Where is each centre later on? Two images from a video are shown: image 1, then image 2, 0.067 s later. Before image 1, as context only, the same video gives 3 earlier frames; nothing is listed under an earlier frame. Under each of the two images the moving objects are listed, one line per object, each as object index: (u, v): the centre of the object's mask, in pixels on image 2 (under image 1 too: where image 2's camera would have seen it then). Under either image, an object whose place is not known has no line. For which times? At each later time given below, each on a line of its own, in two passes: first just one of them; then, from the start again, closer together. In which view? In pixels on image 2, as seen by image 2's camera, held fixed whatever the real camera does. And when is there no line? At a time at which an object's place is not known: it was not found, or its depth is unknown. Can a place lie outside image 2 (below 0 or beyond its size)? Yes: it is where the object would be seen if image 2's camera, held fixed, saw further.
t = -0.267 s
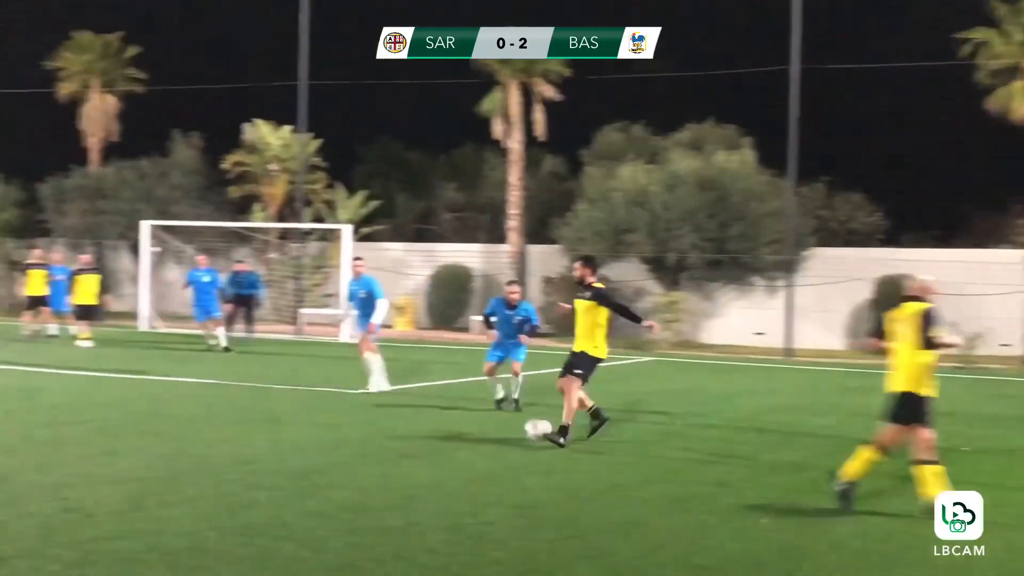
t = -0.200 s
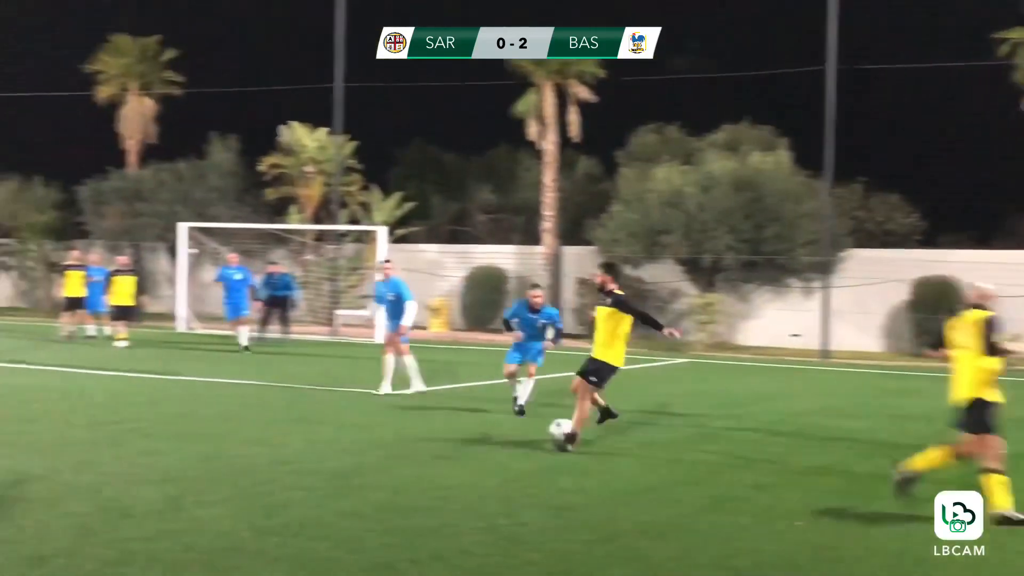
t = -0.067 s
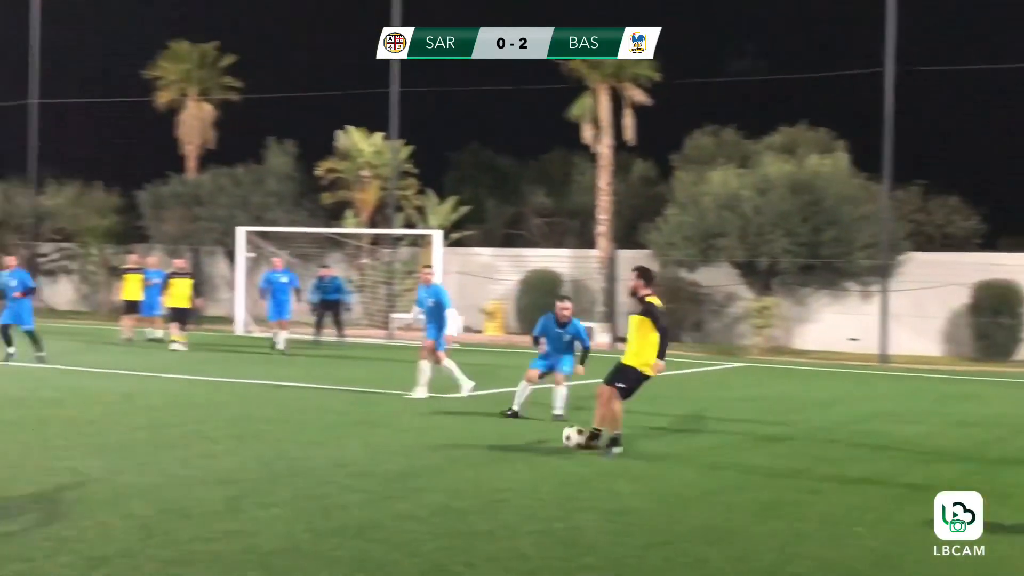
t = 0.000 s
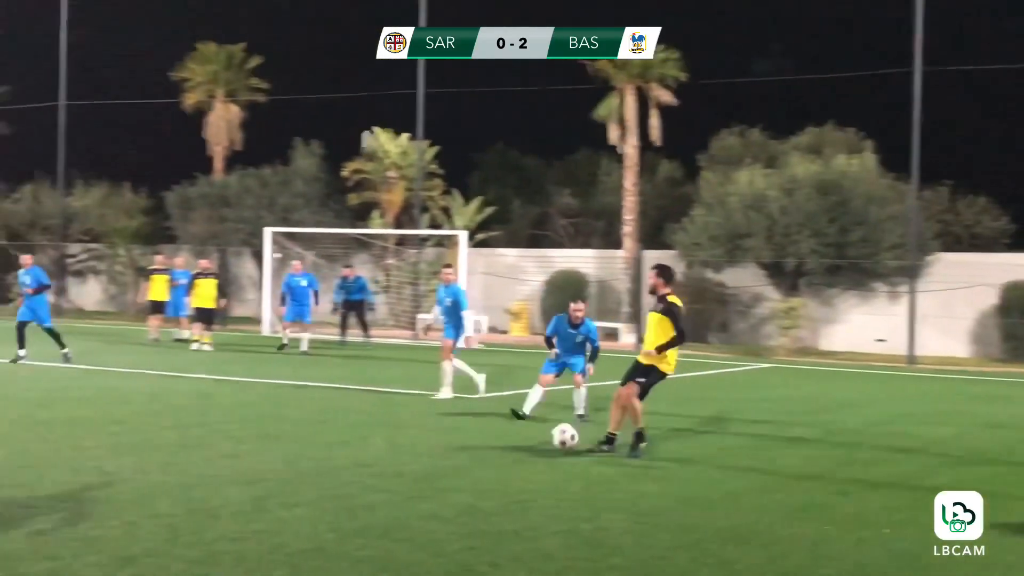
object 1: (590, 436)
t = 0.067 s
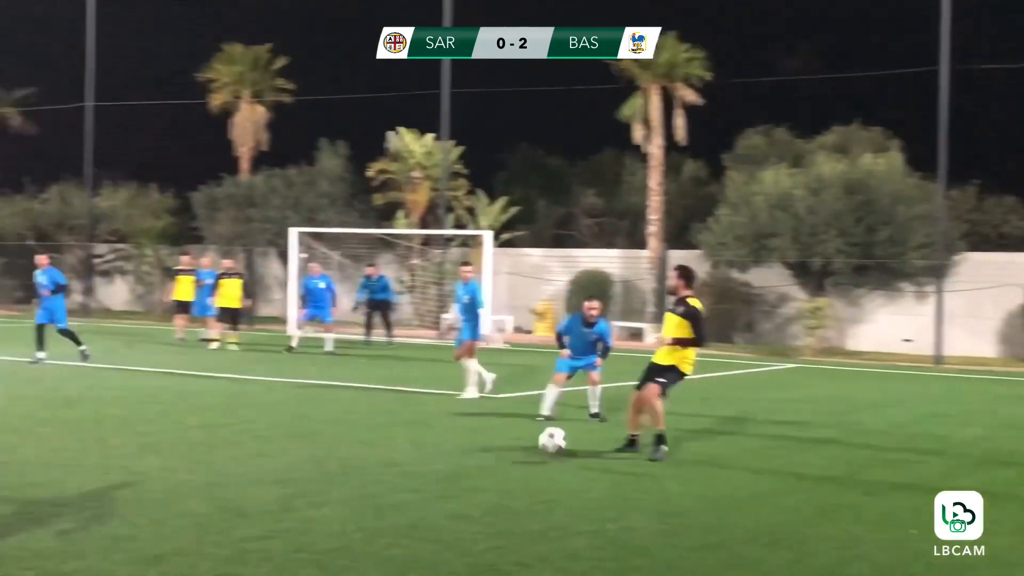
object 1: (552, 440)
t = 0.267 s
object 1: (430, 460)
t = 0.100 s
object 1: (532, 444)
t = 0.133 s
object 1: (512, 450)
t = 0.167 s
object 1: (490, 458)
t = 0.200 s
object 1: (469, 461)
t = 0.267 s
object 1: (430, 460)
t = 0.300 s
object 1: (408, 461)
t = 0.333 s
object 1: (387, 464)
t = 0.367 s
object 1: (364, 469)
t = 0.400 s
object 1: (341, 477)
